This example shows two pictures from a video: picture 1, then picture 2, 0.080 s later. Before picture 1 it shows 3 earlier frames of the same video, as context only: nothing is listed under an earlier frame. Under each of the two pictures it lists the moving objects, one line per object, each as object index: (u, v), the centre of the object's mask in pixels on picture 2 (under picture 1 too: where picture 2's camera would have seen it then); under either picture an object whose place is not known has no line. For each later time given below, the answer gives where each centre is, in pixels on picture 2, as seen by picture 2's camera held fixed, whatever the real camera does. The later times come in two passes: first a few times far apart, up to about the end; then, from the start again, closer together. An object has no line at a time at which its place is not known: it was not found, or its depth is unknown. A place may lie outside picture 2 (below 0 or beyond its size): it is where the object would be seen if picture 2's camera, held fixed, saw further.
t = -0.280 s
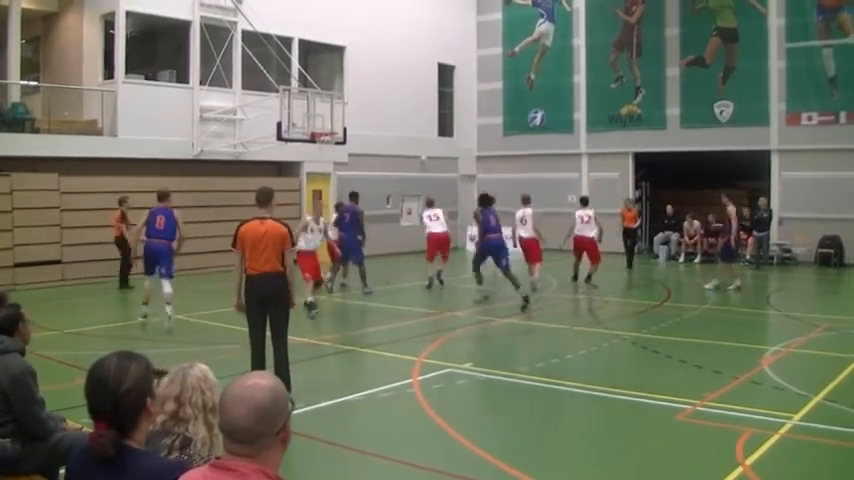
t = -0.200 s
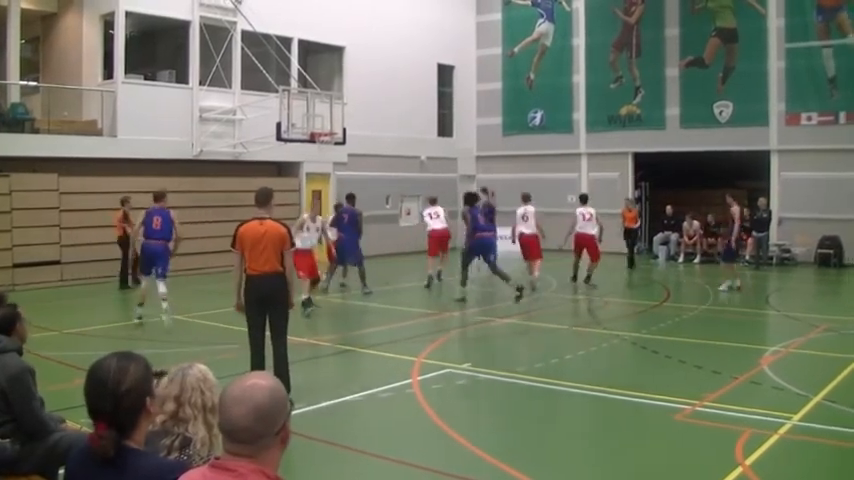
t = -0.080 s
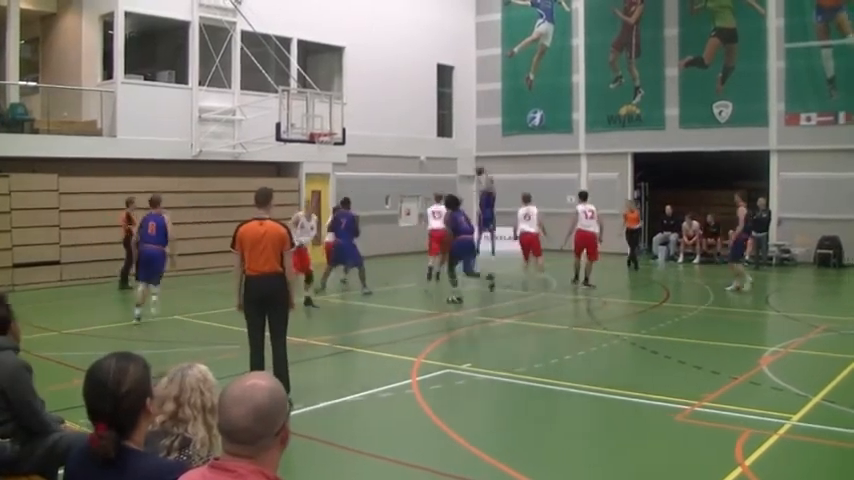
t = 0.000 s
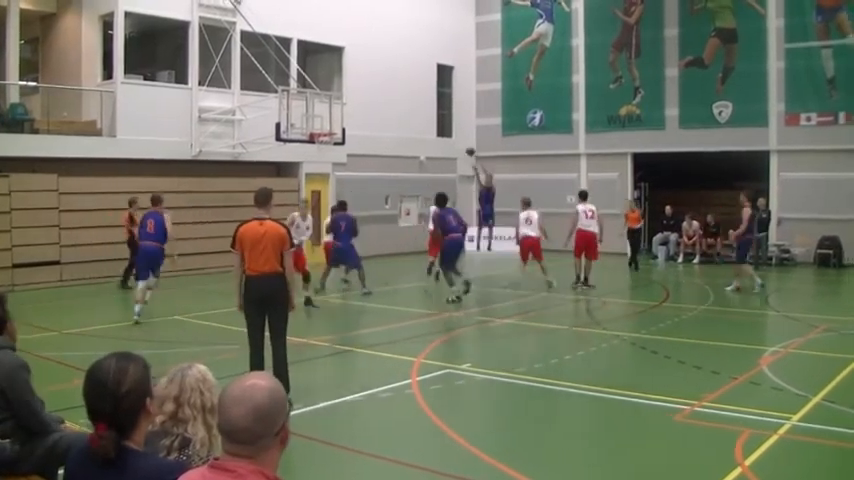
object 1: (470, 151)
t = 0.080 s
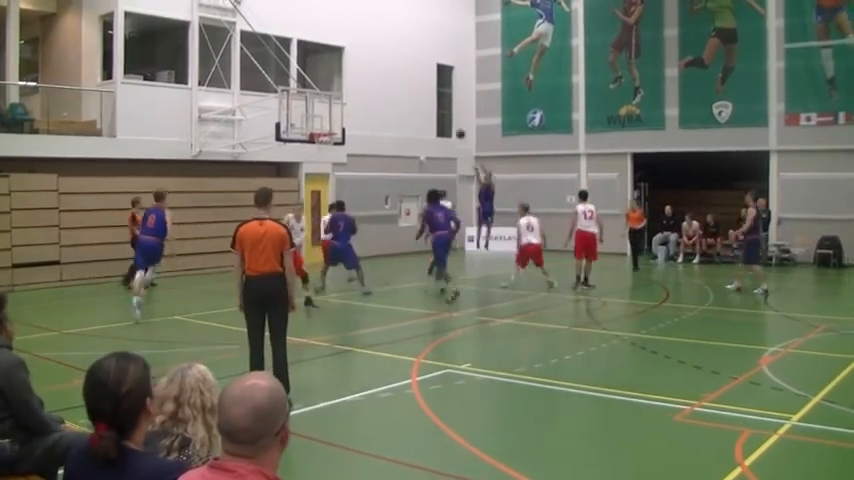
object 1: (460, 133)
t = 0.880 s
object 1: (347, 90)
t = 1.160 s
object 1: (302, 130)
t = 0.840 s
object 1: (353, 85)
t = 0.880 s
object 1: (347, 90)
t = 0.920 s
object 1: (341, 96)
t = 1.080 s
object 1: (315, 125)
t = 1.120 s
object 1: (308, 129)
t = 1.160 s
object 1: (302, 130)
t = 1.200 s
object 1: (297, 132)
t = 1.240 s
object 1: (290, 134)
